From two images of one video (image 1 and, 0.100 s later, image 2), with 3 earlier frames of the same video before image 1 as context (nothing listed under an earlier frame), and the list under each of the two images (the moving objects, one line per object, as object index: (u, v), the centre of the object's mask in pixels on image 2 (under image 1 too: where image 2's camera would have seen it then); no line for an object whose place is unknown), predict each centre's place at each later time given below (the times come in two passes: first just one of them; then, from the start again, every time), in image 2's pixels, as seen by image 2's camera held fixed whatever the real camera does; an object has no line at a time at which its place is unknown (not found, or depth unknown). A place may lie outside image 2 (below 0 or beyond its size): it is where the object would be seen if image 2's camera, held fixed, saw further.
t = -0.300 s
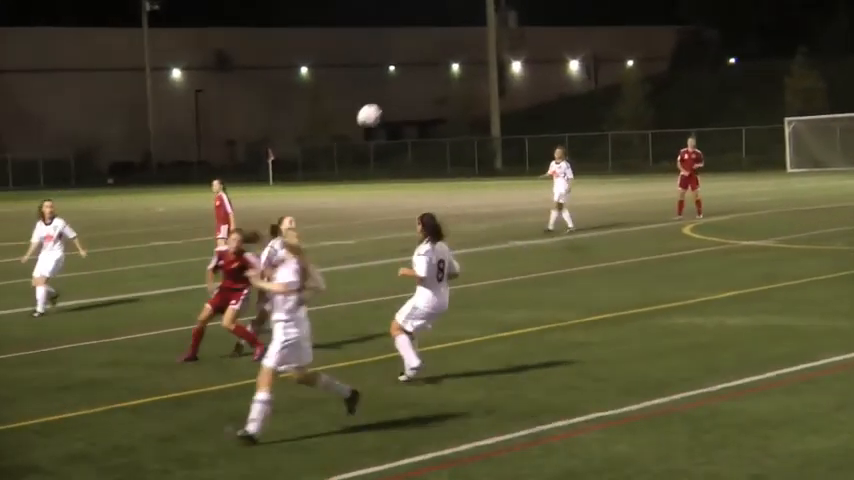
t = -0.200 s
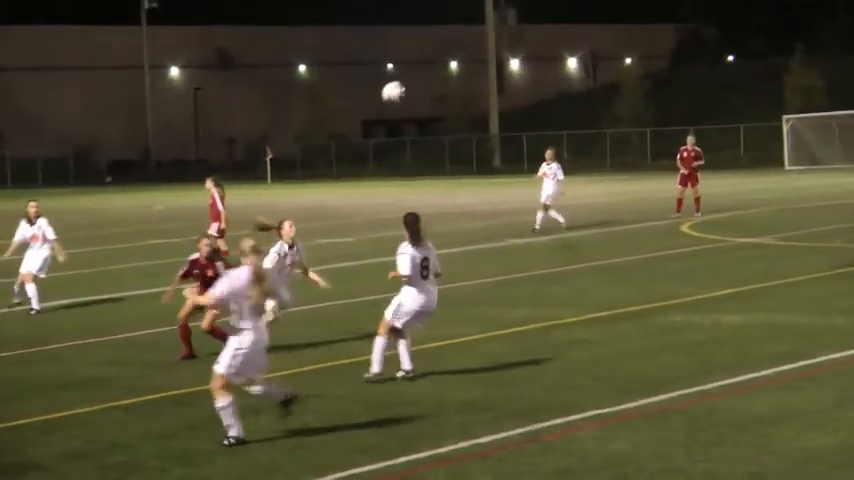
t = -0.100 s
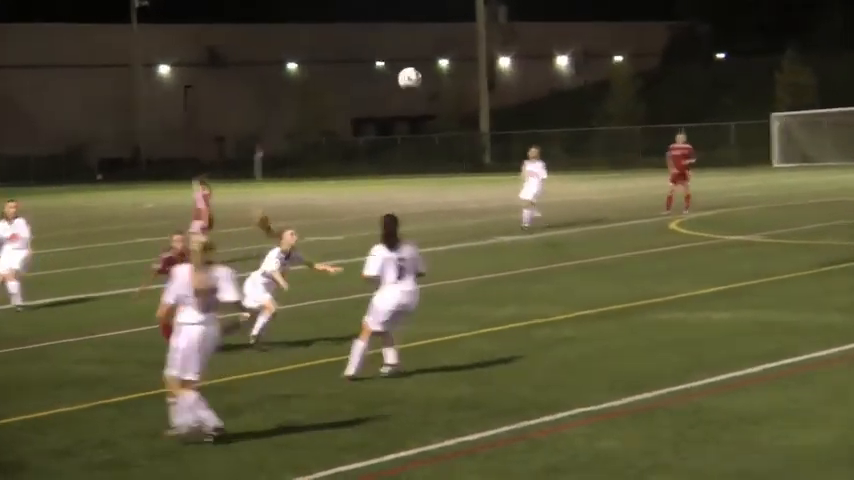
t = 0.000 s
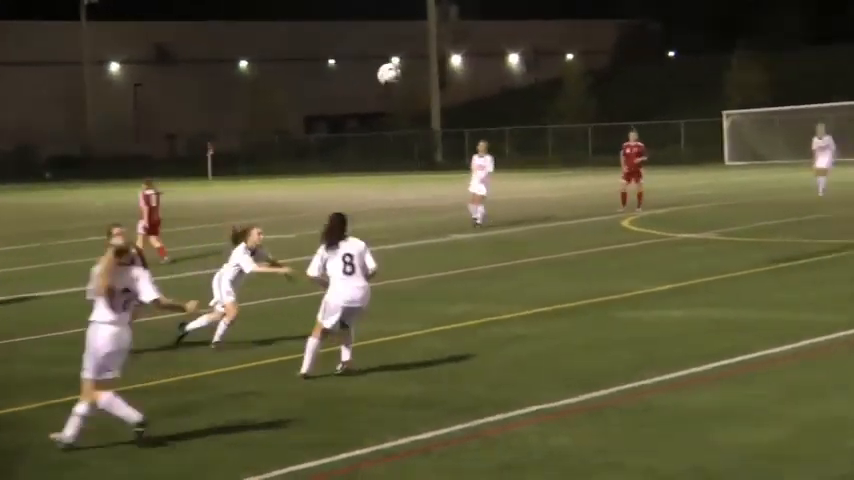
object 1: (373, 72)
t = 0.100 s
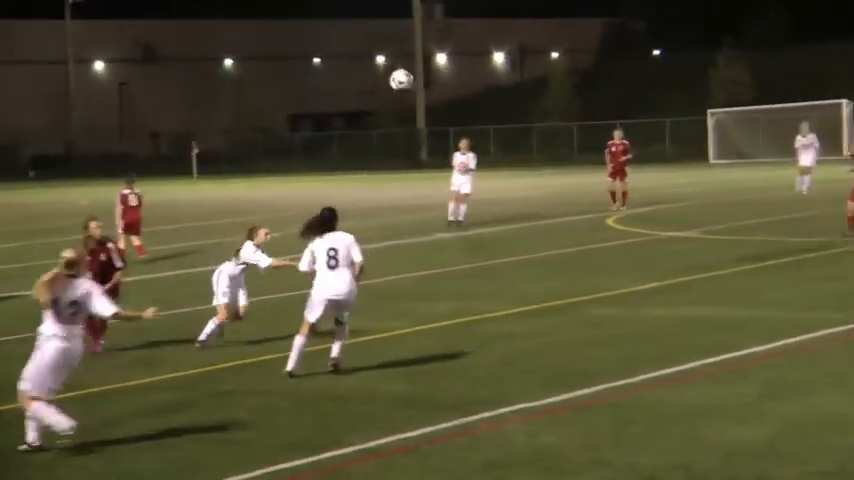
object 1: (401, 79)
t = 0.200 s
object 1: (429, 96)
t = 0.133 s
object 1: (409, 84)
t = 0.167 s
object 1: (419, 89)
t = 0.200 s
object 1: (429, 96)
